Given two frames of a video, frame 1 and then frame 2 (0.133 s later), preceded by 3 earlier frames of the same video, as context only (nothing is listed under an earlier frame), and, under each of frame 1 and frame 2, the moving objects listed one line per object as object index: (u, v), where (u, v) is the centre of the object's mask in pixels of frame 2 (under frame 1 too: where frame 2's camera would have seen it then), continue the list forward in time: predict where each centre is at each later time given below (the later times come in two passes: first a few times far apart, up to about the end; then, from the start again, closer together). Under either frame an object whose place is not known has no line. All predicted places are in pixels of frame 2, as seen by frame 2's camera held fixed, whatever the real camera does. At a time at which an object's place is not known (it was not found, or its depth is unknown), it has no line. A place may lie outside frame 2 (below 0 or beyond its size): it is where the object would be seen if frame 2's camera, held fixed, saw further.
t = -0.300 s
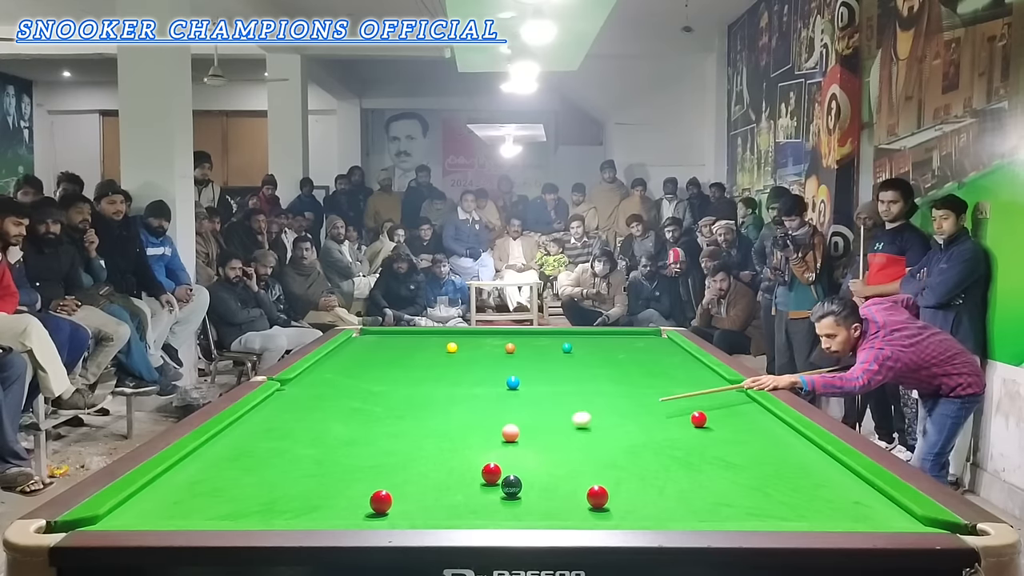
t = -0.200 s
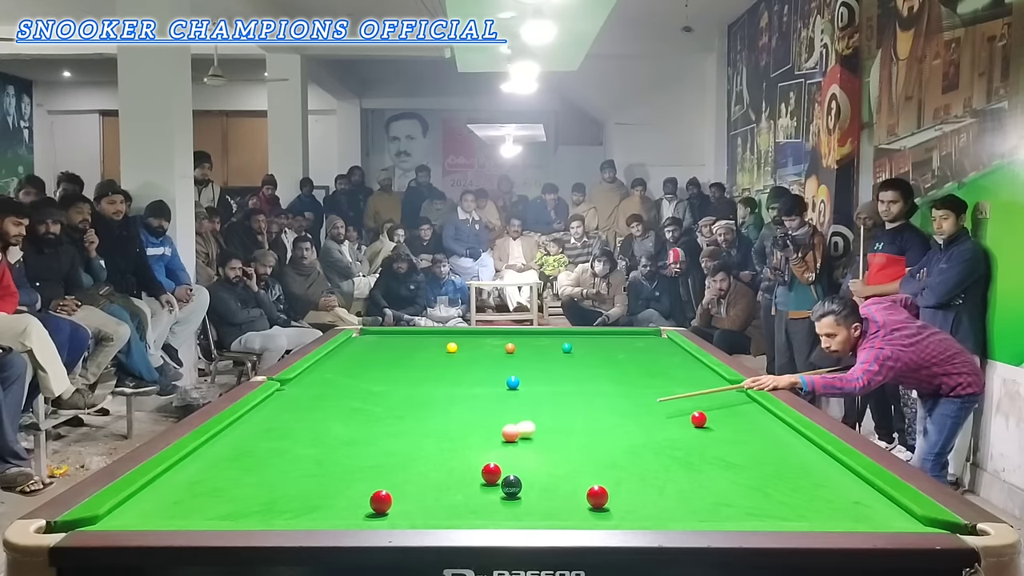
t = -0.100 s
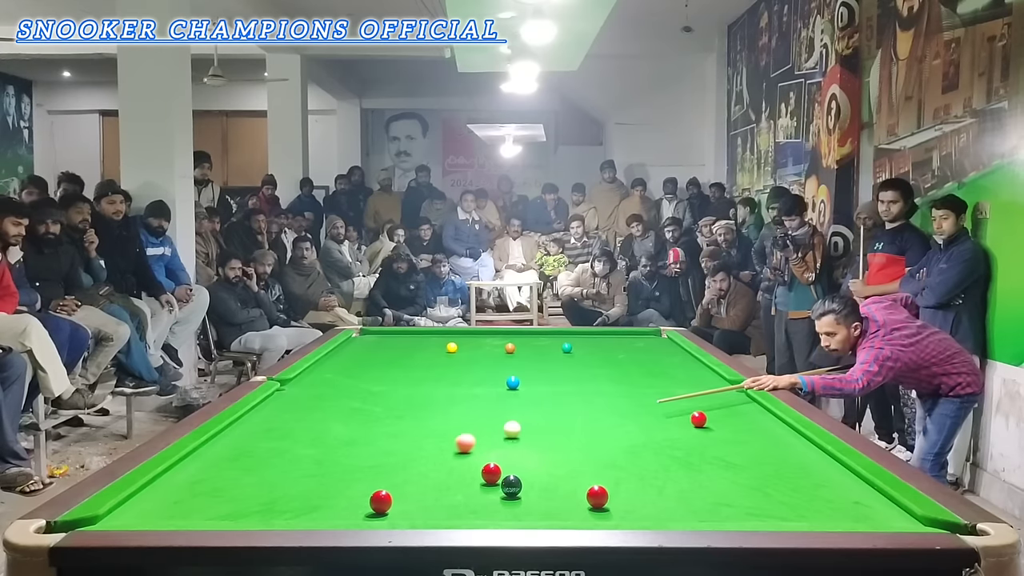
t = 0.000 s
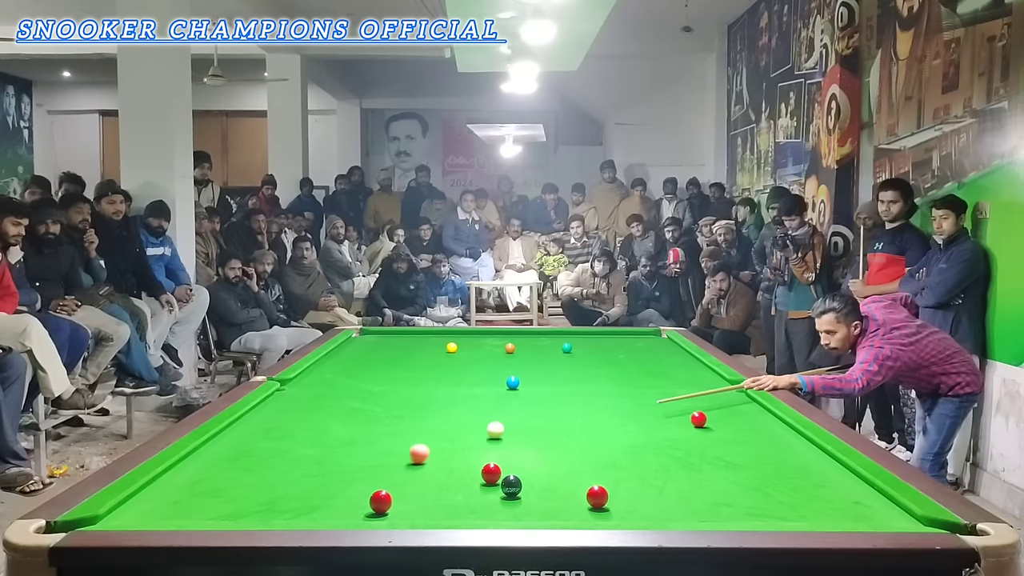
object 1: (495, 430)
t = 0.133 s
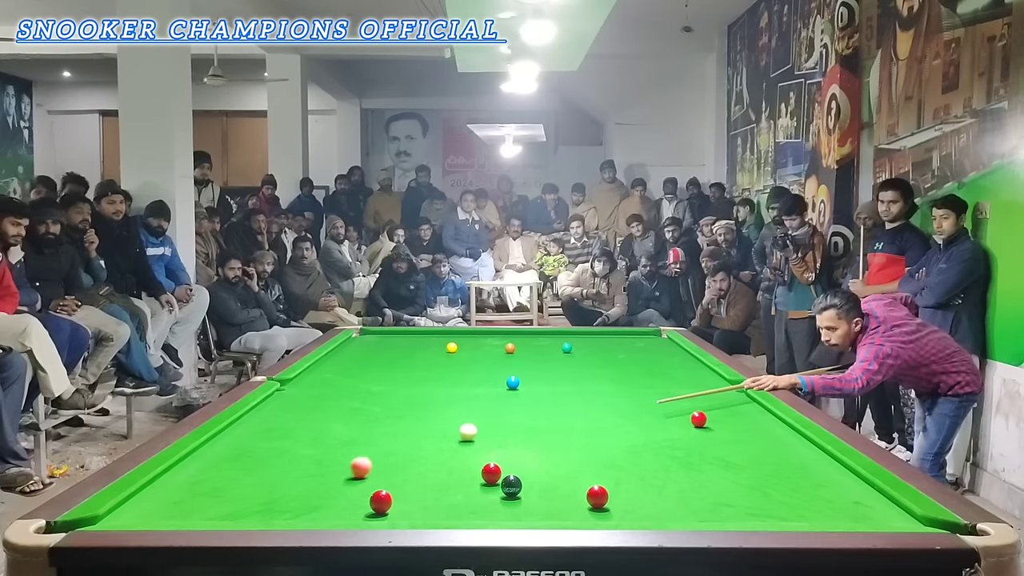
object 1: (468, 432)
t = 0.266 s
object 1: (440, 434)
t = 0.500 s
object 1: (392, 438)
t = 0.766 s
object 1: (339, 441)
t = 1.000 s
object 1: (293, 445)
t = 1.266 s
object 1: (242, 449)
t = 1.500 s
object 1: (200, 452)
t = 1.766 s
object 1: (225, 453)
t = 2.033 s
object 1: (248, 455)
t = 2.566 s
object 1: (290, 455)
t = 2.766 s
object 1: (299, 459)
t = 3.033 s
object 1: (312, 460)
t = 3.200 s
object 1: (318, 460)
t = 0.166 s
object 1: (461, 433)
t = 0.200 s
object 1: (454, 433)
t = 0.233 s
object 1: (447, 434)
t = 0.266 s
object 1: (440, 434)
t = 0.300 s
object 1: (433, 435)
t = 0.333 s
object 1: (427, 435)
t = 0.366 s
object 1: (420, 436)
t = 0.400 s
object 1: (413, 436)
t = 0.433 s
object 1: (406, 437)
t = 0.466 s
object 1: (399, 437)
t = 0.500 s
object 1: (392, 438)
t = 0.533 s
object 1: (386, 438)
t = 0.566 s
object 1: (379, 439)
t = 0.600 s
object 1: (373, 439)
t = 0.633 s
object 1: (366, 440)
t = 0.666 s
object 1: (359, 440)
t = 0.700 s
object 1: (353, 441)
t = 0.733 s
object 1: (346, 441)
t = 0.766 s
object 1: (339, 441)
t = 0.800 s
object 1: (332, 442)
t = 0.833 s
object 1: (326, 443)
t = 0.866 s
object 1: (320, 443)
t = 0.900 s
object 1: (313, 443)
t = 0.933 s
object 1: (306, 444)
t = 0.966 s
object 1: (300, 444)
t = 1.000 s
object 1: (293, 445)
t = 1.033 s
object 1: (287, 446)
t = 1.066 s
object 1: (280, 446)
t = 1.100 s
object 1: (274, 446)
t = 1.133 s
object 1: (268, 447)
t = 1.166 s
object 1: (261, 447)
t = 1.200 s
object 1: (255, 448)
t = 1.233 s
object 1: (249, 448)
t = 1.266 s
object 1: (242, 449)
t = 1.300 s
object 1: (236, 449)
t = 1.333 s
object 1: (230, 449)
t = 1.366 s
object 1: (224, 450)
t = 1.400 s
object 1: (218, 450)
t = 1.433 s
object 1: (212, 451)
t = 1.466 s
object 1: (206, 451)
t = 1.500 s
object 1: (200, 452)
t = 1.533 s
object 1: (202, 452)
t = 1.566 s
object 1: (206, 452)
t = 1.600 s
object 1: (209, 453)
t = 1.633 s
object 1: (212, 453)
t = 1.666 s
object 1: (215, 453)
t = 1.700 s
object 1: (219, 453)
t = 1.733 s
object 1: (222, 454)
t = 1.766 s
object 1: (225, 453)
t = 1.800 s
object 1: (228, 454)
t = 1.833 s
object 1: (231, 454)
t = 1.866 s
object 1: (234, 454)
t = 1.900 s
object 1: (236, 454)
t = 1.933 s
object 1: (240, 455)
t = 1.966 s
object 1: (243, 455)
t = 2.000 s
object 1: (246, 455)
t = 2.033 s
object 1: (248, 455)
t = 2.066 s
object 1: (251, 455)
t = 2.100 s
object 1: (254, 455)
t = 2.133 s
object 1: (256, 455)
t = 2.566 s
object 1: (290, 455)
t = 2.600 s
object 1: (289, 458)
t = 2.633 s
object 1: (291, 458)
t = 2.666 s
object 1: (293, 458)
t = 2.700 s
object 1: (295, 458)
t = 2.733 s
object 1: (297, 458)
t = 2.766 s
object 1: (299, 459)
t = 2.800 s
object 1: (300, 459)
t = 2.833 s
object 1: (302, 459)
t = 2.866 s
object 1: (304, 459)
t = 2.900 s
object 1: (306, 459)
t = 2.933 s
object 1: (307, 459)
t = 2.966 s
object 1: (309, 459)
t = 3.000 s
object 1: (310, 460)
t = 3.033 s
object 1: (312, 460)
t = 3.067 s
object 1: (313, 460)
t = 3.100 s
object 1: (314, 460)
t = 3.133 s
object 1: (315, 460)
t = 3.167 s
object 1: (317, 460)
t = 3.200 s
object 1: (318, 460)
